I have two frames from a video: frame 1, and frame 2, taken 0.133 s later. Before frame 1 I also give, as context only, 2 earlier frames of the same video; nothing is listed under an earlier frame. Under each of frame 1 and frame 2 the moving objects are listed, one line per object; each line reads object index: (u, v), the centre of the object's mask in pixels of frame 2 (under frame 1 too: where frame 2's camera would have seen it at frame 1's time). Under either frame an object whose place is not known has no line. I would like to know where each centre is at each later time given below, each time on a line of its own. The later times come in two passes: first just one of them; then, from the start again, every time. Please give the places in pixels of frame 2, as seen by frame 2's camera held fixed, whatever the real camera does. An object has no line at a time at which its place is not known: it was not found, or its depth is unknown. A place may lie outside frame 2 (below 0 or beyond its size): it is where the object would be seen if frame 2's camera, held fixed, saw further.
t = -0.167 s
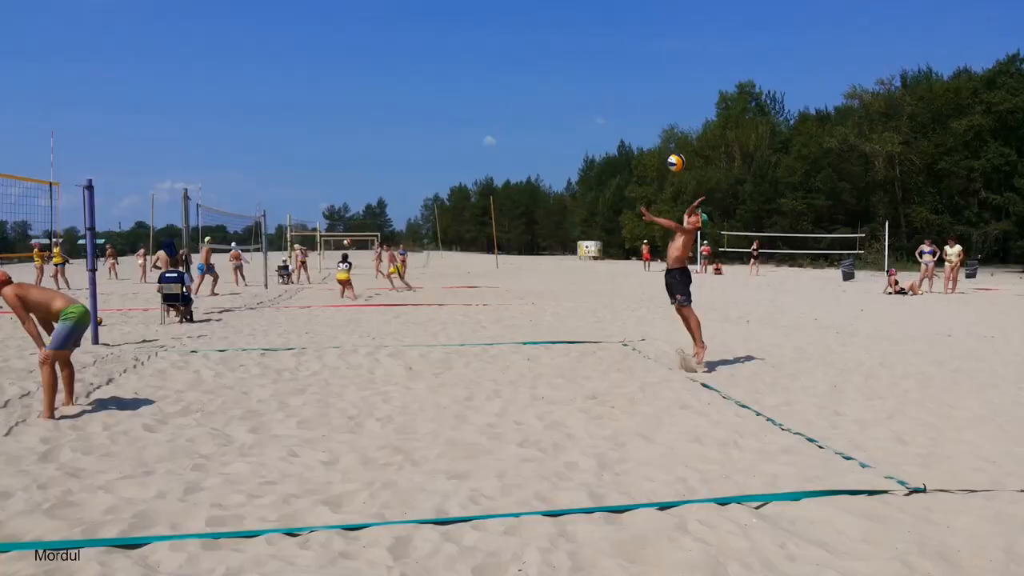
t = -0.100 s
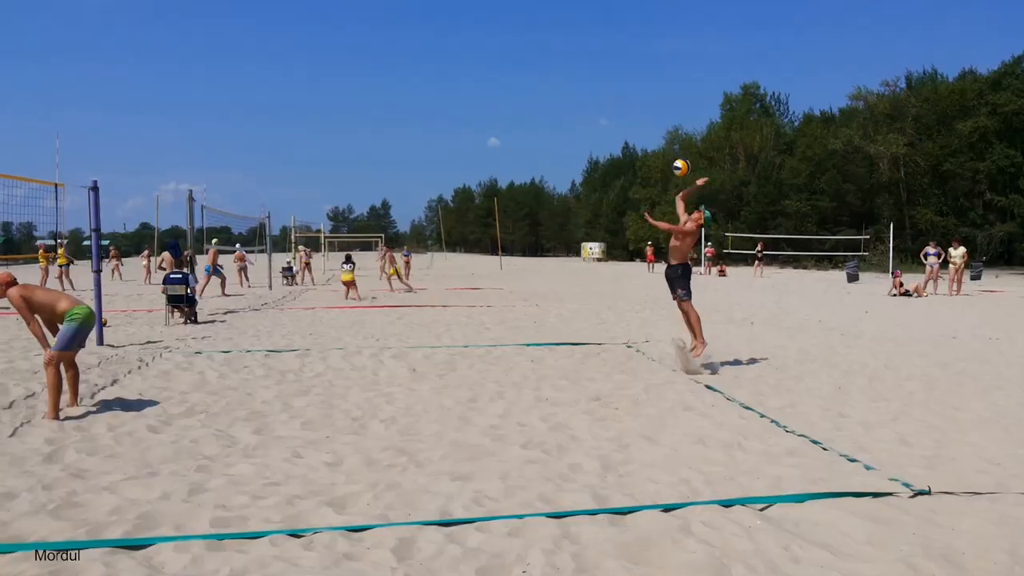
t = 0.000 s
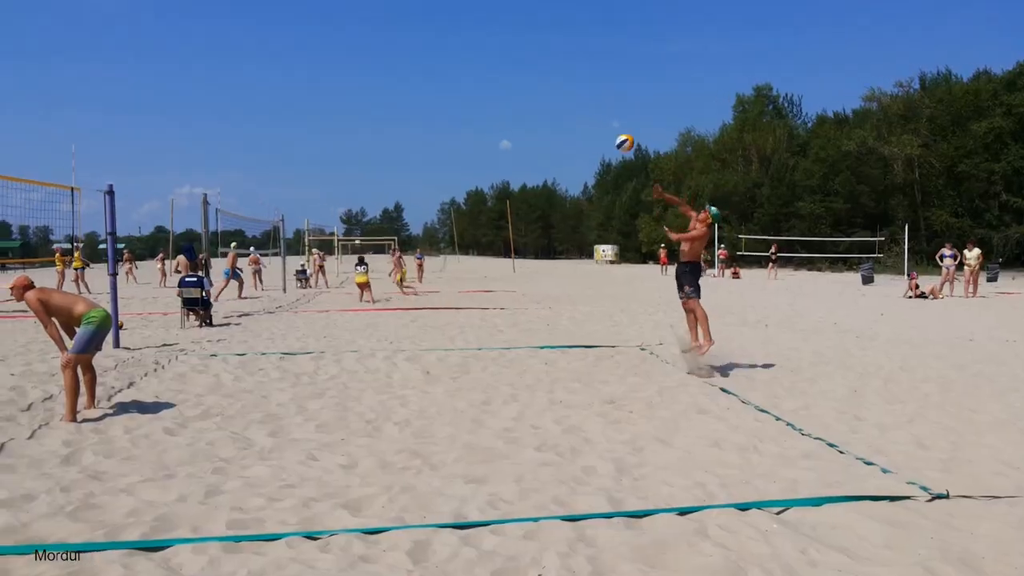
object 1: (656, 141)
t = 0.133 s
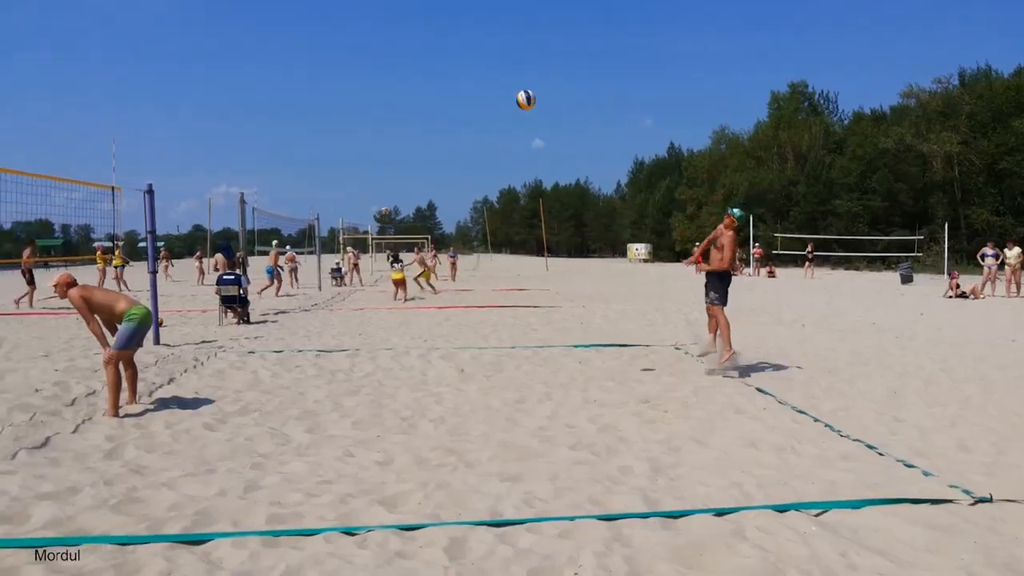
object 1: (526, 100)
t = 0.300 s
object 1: (353, 69)
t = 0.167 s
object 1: (492, 91)
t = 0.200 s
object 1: (458, 83)
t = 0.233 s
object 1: (423, 78)
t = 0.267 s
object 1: (388, 73)
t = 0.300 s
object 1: (353, 69)
